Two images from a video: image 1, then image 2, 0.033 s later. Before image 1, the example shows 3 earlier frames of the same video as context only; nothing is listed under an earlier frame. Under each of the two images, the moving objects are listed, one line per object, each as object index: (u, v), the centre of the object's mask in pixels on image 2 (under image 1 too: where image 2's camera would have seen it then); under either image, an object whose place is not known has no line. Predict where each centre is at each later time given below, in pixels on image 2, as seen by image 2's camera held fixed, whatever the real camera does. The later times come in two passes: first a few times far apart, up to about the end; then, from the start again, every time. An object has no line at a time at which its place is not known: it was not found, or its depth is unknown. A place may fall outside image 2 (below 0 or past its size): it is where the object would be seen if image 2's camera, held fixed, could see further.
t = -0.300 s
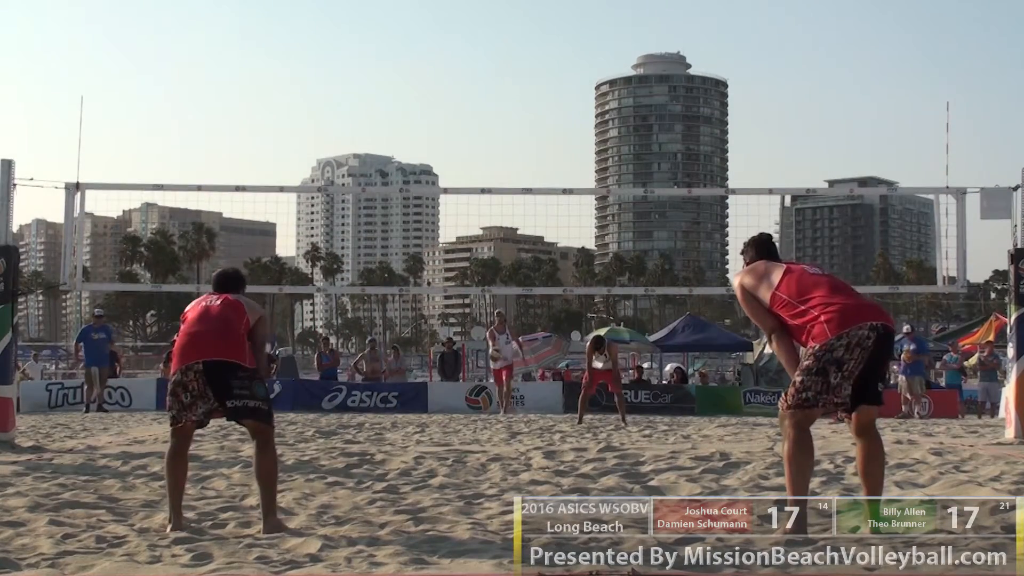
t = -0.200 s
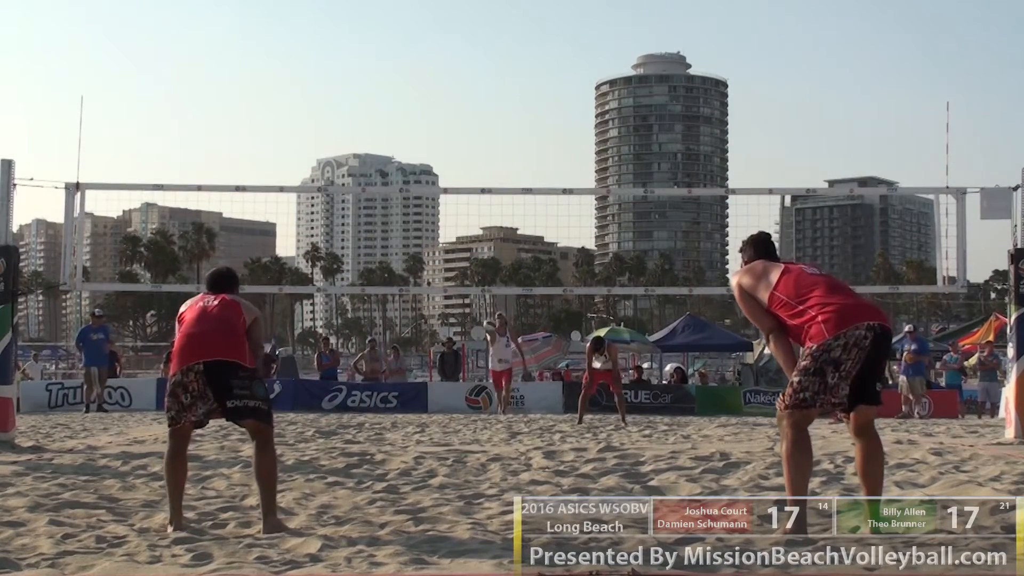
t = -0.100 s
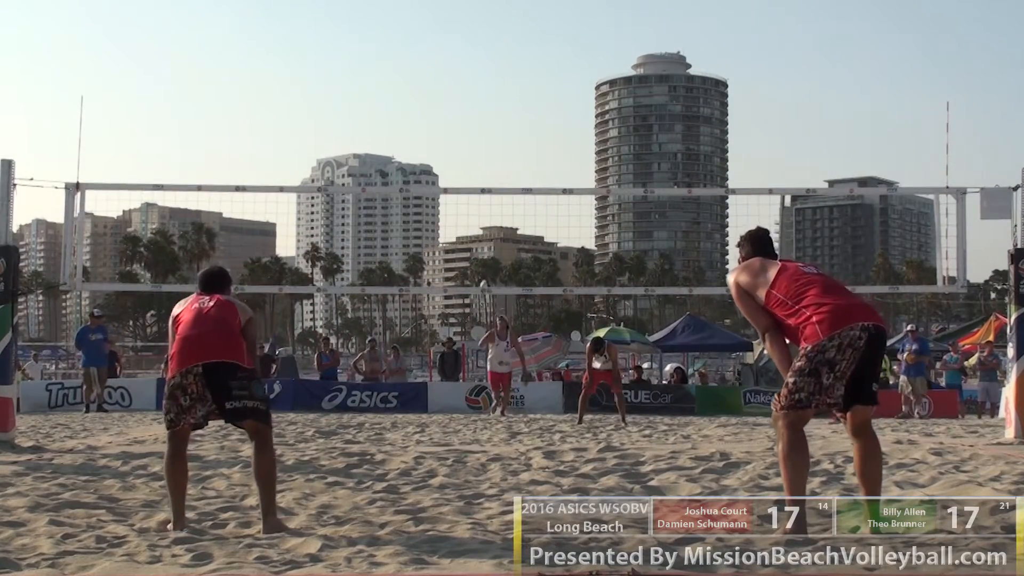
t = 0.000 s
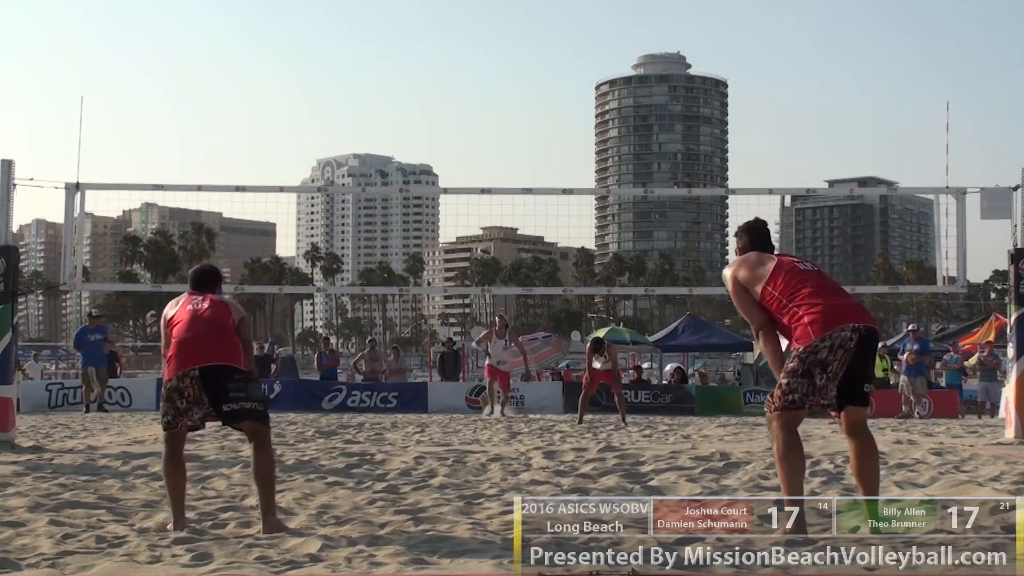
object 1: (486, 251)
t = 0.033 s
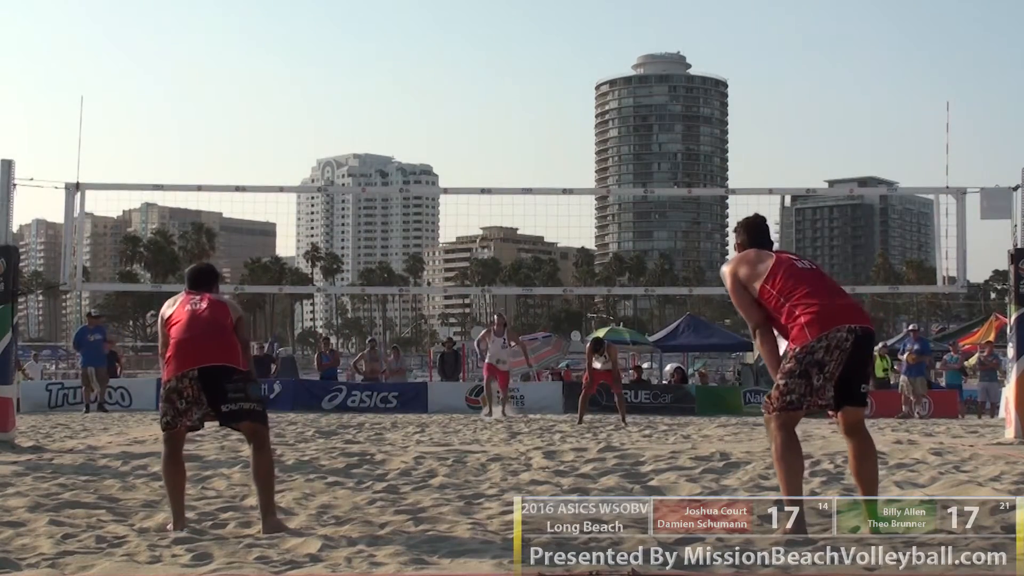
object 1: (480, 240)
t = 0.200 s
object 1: (480, 203)
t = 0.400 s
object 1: (476, 179)
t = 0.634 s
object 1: (472, 182)
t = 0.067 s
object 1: (482, 232)
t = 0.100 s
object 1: (482, 224)
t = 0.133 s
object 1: (481, 217)
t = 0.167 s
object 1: (480, 210)
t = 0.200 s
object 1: (480, 203)
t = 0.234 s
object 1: (479, 199)
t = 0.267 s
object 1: (479, 194)
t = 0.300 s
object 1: (478, 185)
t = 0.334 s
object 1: (477, 183)
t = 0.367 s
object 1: (476, 181)
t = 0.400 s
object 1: (476, 179)
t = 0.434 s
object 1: (475, 177)
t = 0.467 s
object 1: (475, 176)
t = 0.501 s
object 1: (474, 176)
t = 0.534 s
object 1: (474, 177)
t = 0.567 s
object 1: (473, 178)
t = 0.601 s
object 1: (473, 180)
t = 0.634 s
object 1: (472, 182)
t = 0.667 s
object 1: (472, 184)
